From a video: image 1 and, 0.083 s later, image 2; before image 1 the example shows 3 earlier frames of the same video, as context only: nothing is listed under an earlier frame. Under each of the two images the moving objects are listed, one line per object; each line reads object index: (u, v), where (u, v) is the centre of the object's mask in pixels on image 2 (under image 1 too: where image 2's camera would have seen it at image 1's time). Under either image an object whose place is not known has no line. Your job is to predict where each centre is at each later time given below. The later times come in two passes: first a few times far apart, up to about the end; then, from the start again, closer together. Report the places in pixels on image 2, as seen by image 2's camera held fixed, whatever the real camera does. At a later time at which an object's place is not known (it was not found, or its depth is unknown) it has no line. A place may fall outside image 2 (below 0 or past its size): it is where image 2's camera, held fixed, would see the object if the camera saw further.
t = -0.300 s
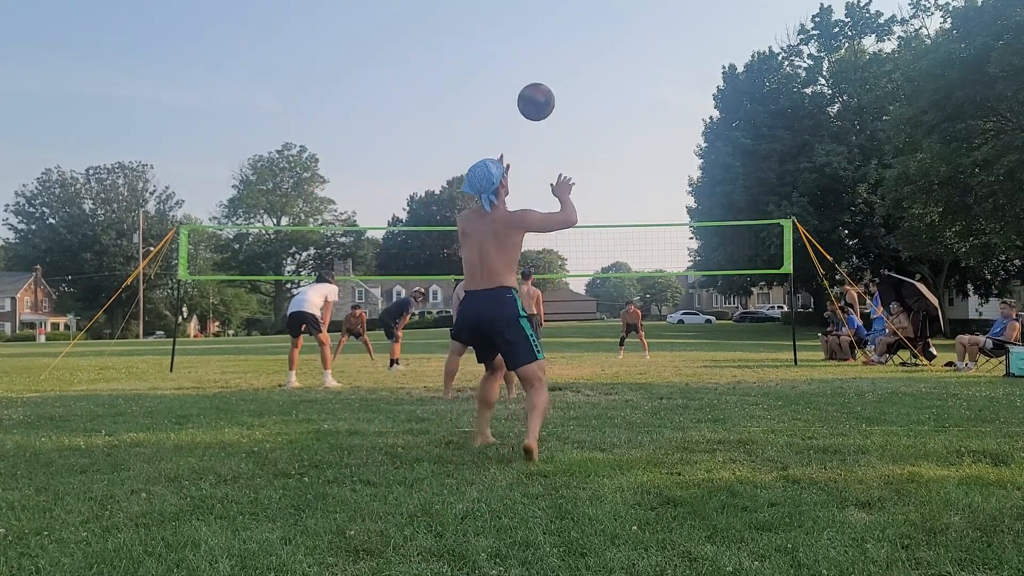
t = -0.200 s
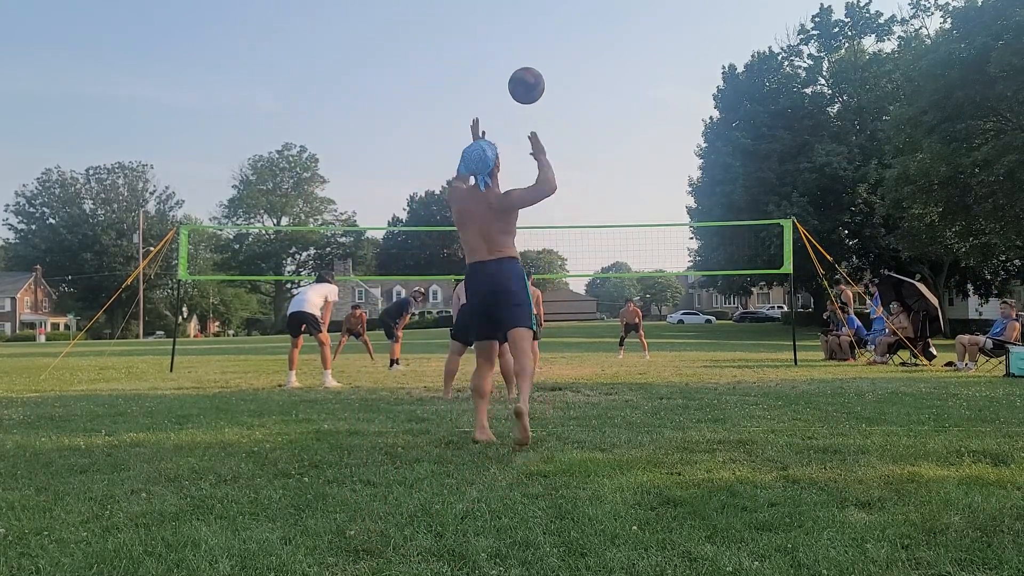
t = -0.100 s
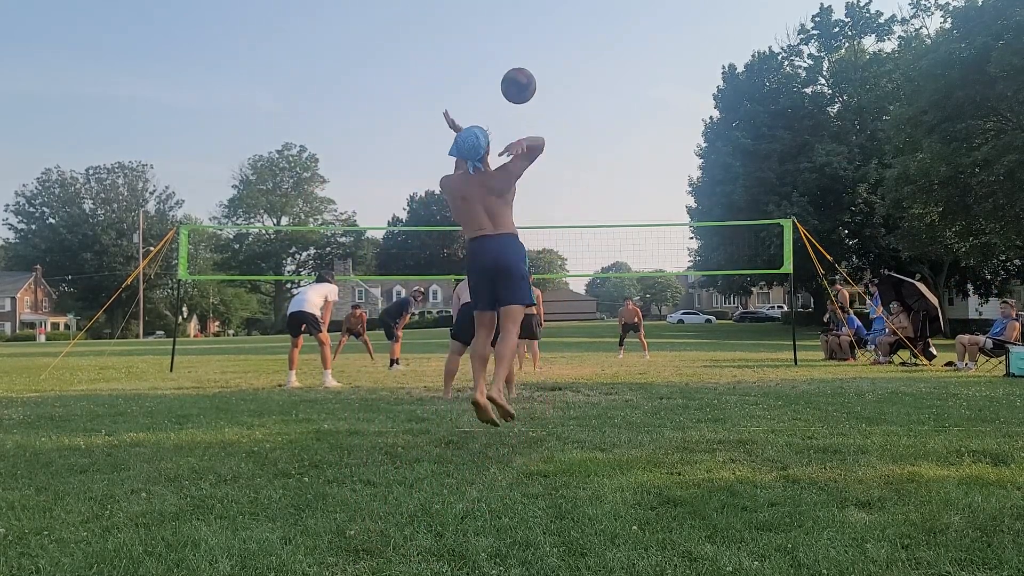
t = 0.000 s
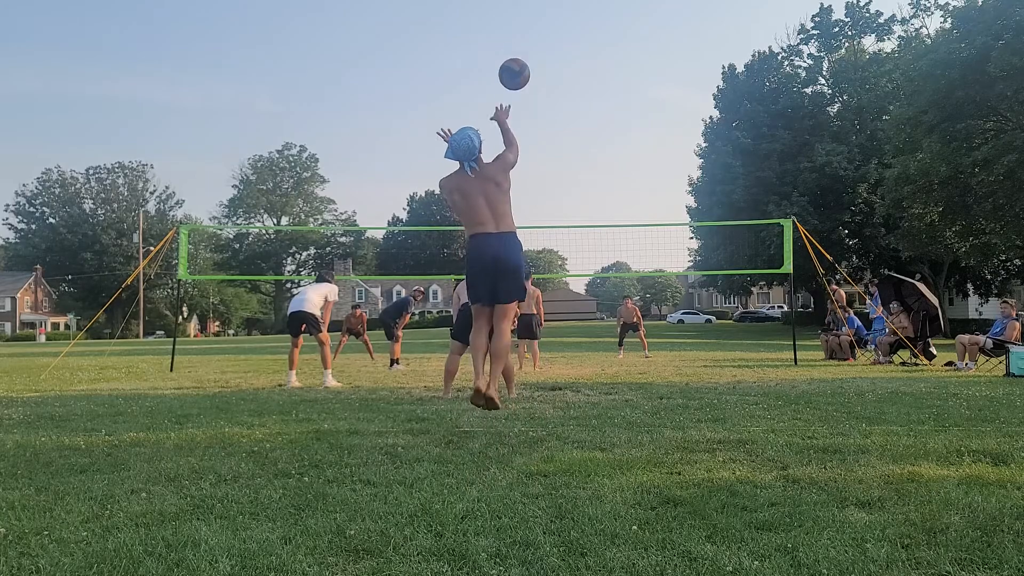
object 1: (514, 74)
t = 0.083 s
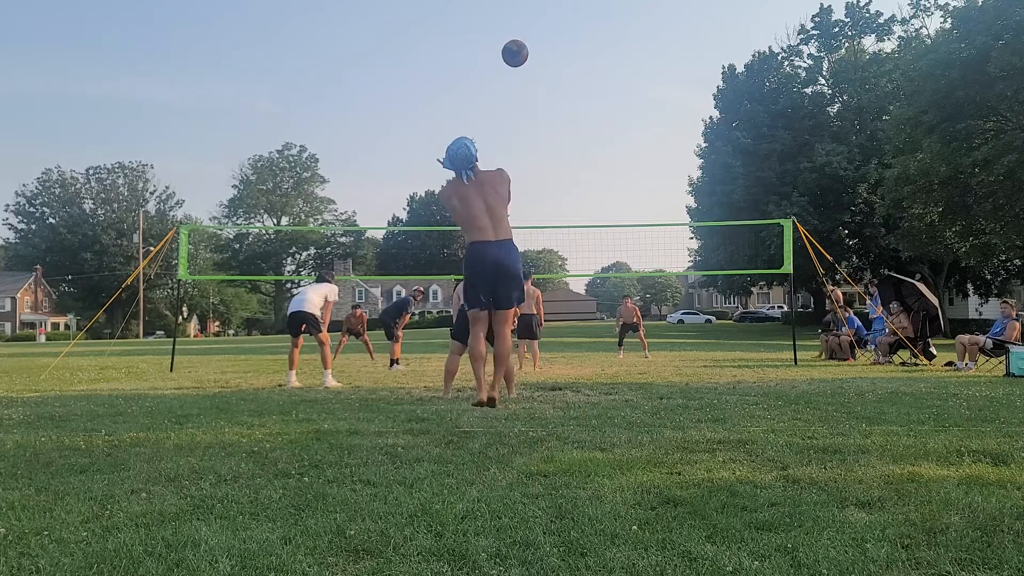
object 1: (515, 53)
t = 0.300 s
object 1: (521, 44)
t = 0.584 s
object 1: (523, 80)
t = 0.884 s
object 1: (522, 151)
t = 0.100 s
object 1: (515, 50)
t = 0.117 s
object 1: (515, 48)
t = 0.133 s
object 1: (516, 46)
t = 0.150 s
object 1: (516, 45)
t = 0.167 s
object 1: (517, 43)
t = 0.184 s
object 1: (517, 43)
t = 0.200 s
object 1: (518, 42)
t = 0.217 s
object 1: (518, 42)
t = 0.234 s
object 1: (519, 42)
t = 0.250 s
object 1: (519, 42)
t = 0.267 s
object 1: (520, 42)
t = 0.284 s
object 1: (520, 43)
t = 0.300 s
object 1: (521, 44)
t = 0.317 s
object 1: (521, 45)
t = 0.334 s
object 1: (522, 46)
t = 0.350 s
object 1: (522, 48)
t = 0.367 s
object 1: (523, 49)
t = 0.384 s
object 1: (523, 51)
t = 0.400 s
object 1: (523, 53)
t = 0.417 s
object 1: (523, 55)
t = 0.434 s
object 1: (523, 57)
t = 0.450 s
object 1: (523, 59)
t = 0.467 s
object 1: (523, 61)
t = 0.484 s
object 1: (523, 64)
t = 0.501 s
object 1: (523, 66)
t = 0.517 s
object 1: (523, 69)
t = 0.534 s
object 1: (523, 71)
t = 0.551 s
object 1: (523, 74)
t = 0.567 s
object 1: (523, 77)
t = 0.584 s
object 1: (523, 80)
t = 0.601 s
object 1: (522, 83)
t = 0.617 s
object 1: (522, 87)
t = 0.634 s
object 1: (522, 90)
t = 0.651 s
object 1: (522, 93)
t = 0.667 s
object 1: (522, 97)
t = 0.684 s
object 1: (522, 101)
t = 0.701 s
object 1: (522, 105)
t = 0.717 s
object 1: (522, 108)
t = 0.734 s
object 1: (522, 112)
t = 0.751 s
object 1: (522, 116)
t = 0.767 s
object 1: (522, 120)
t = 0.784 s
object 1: (522, 124)
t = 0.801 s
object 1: (522, 129)
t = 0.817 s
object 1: (522, 133)
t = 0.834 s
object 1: (522, 138)
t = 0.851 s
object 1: (522, 142)
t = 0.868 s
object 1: (522, 147)
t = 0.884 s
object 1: (522, 151)
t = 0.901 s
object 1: (522, 156)
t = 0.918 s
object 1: (522, 160)
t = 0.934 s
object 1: (522, 165)
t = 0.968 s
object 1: (522, 174)
